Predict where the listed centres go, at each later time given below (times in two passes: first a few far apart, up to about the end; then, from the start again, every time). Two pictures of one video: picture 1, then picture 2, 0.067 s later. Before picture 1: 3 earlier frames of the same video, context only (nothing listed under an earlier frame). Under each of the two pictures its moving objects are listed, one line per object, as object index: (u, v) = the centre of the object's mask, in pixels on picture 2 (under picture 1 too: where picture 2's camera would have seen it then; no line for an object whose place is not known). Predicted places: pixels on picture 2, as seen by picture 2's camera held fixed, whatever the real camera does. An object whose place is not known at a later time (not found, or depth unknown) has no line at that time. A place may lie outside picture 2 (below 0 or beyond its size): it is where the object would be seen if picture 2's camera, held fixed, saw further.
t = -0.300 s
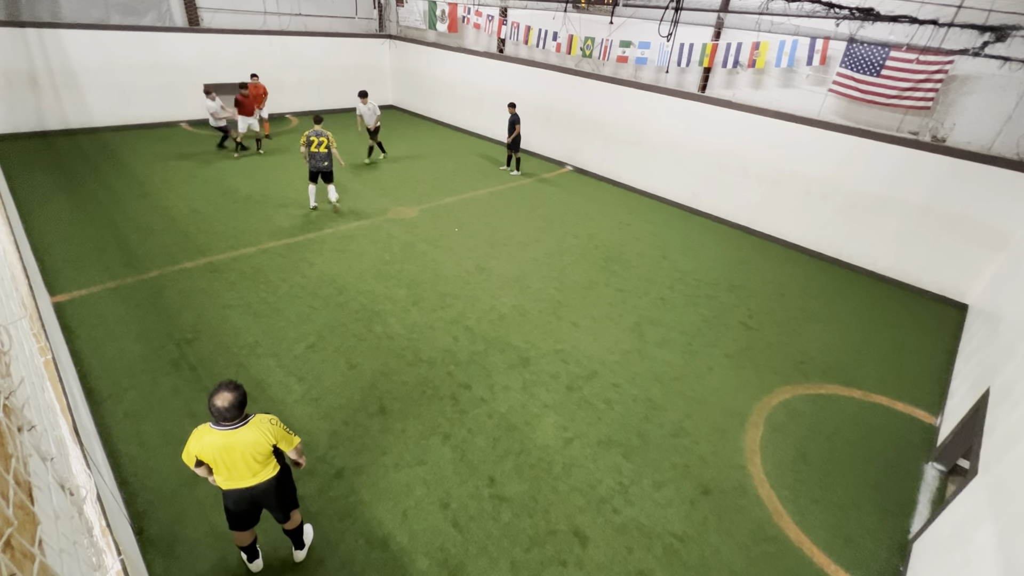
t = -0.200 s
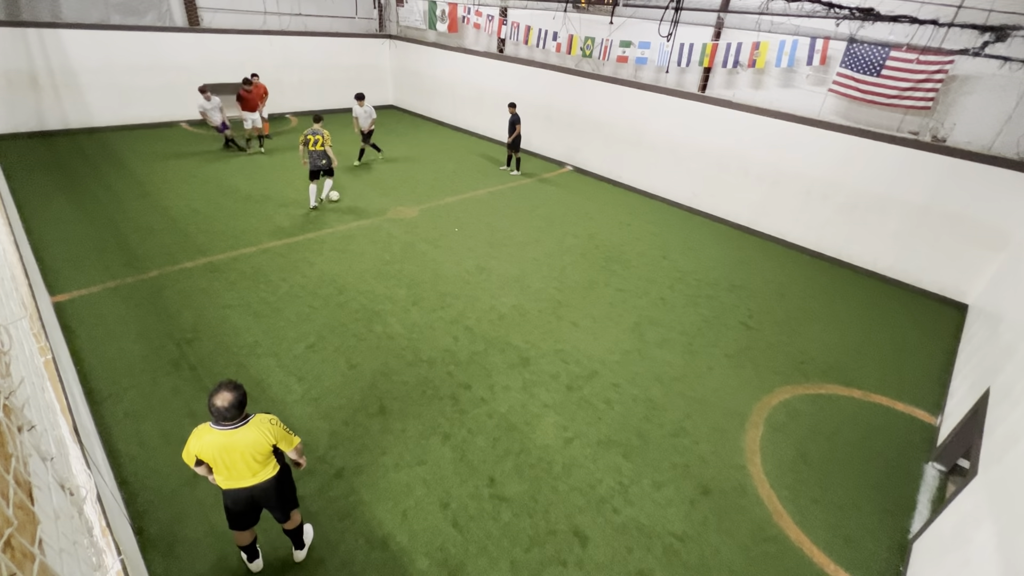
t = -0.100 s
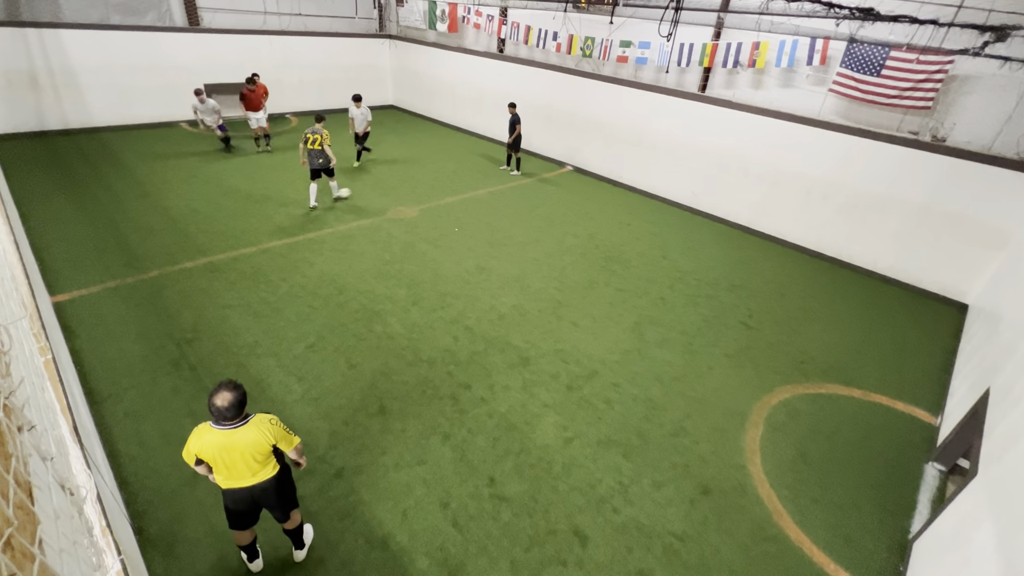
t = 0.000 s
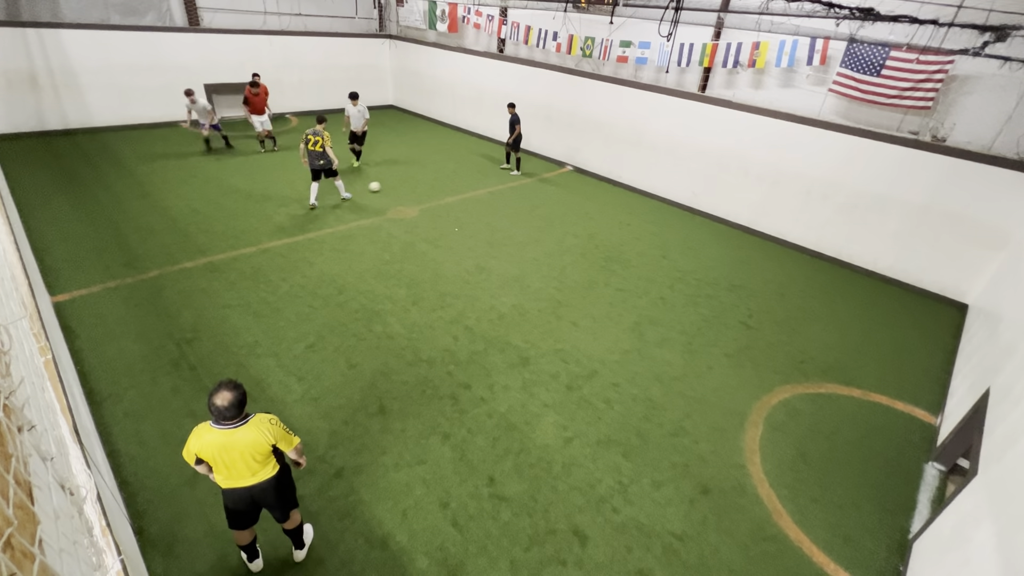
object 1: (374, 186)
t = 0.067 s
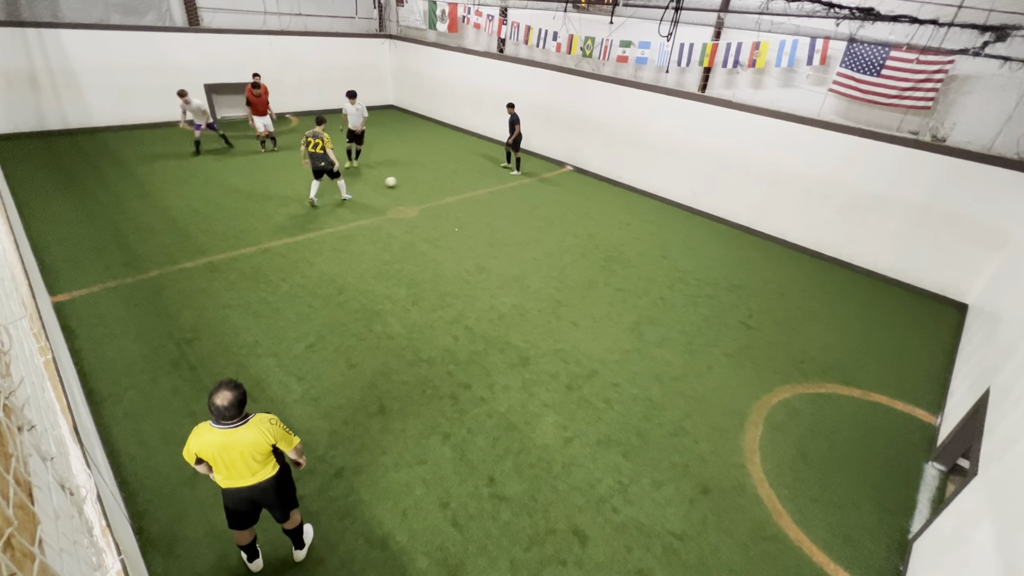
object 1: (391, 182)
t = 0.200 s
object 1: (420, 176)
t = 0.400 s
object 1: (452, 169)
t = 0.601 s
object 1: (477, 163)
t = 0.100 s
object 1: (398, 180)
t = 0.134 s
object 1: (406, 179)
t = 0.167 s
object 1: (413, 177)
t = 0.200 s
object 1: (420, 176)
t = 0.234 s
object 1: (426, 175)
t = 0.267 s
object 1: (432, 174)
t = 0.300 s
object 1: (437, 173)
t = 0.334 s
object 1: (443, 171)
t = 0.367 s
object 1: (448, 170)
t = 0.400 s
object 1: (452, 169)
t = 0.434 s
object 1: (457, 168)
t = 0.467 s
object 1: (461, 167)
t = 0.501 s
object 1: (465, 166)
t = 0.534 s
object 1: (470, 165)
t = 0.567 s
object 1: (473, 164)
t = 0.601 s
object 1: (477, 163)
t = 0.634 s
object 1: (481, 162)
